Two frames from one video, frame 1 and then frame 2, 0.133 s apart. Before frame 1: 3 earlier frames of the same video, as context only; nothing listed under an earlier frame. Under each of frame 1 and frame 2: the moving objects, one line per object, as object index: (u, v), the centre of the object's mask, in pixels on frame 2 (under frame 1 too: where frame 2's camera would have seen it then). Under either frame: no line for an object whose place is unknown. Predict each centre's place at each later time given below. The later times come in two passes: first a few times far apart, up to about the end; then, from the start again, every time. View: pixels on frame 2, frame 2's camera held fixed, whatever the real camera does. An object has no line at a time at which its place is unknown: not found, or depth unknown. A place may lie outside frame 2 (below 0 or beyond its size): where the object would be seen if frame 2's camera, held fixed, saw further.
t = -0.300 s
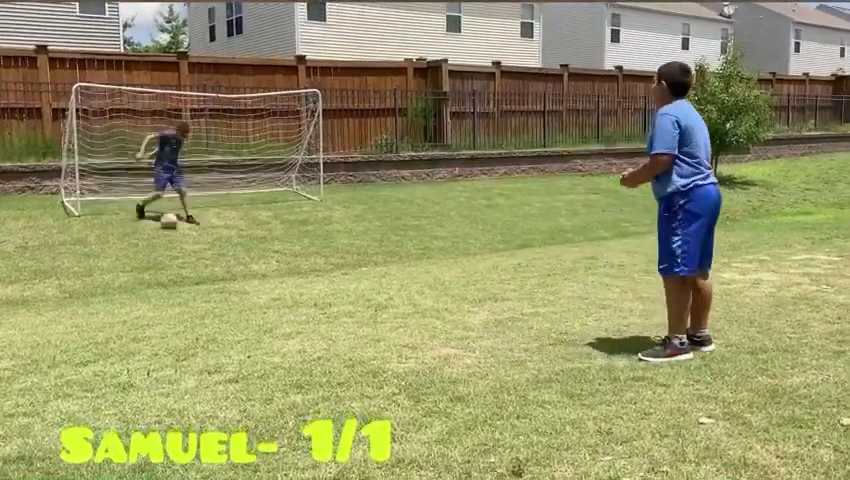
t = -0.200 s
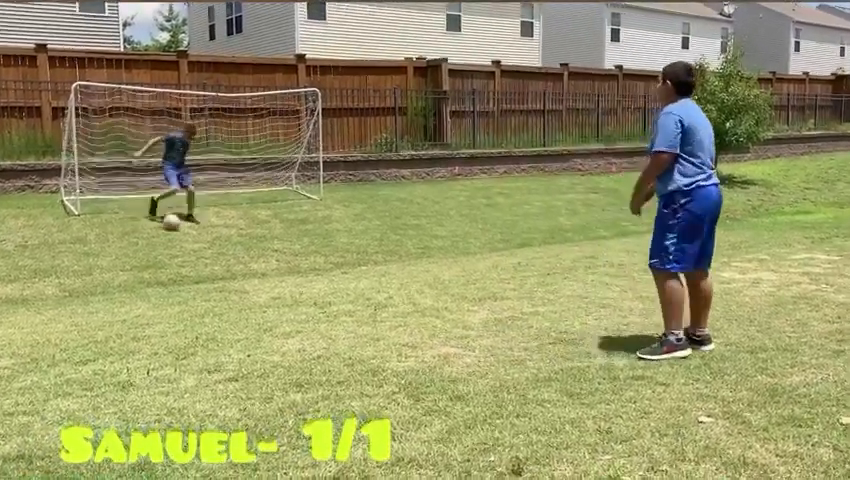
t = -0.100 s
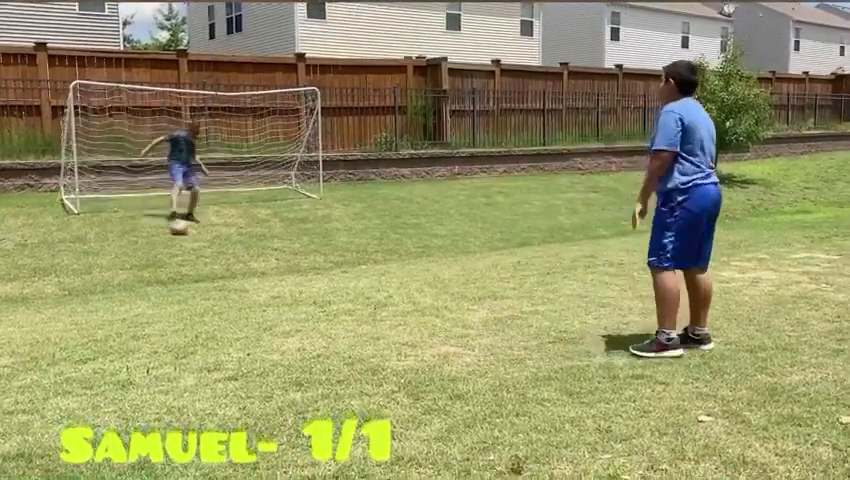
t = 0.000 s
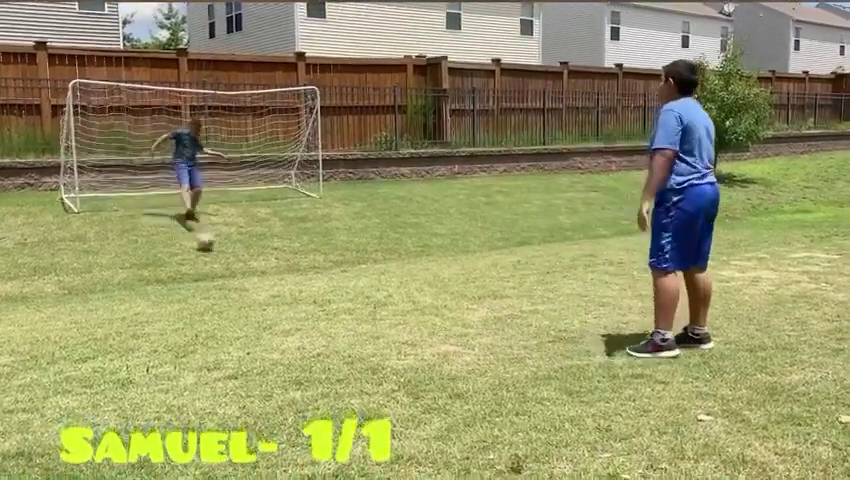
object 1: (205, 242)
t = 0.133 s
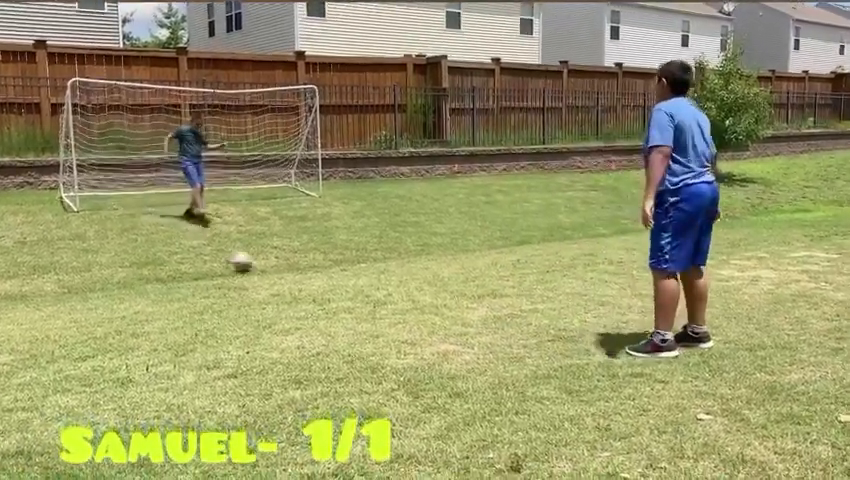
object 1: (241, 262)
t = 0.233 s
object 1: (267, 266)
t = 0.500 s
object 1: (335, 266)
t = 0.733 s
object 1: (404, 262)
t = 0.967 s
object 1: (486, 285)
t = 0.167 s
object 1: (251, 265)
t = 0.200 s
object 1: (261, 269)
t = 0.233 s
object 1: (267, 266)
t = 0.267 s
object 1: (274, 262)
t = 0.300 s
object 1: (283, 259)
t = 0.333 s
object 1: (291, 257)
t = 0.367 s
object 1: (299, 257)
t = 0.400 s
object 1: (308, 257)
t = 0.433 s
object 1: (316, 260)
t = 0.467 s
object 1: (325, 262)
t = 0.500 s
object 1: (335, 266)
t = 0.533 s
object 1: (344, 272)
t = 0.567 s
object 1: (353, 271)
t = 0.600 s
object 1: (364, 266)
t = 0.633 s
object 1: (373, 263)
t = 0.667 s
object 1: (382, 262)
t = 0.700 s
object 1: (393, 261)
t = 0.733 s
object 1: (404, 262)
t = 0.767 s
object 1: (415, 265)
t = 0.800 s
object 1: (426, 270)
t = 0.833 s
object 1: (437, 275)
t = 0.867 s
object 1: (450, 285)
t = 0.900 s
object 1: (463, 289)
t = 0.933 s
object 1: (475, 286)
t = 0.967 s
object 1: (486, 285)
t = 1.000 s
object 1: (500, 283)
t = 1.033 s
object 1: (514, 284)
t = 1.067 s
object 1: (528, 288)
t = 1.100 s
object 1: (543, 293)
